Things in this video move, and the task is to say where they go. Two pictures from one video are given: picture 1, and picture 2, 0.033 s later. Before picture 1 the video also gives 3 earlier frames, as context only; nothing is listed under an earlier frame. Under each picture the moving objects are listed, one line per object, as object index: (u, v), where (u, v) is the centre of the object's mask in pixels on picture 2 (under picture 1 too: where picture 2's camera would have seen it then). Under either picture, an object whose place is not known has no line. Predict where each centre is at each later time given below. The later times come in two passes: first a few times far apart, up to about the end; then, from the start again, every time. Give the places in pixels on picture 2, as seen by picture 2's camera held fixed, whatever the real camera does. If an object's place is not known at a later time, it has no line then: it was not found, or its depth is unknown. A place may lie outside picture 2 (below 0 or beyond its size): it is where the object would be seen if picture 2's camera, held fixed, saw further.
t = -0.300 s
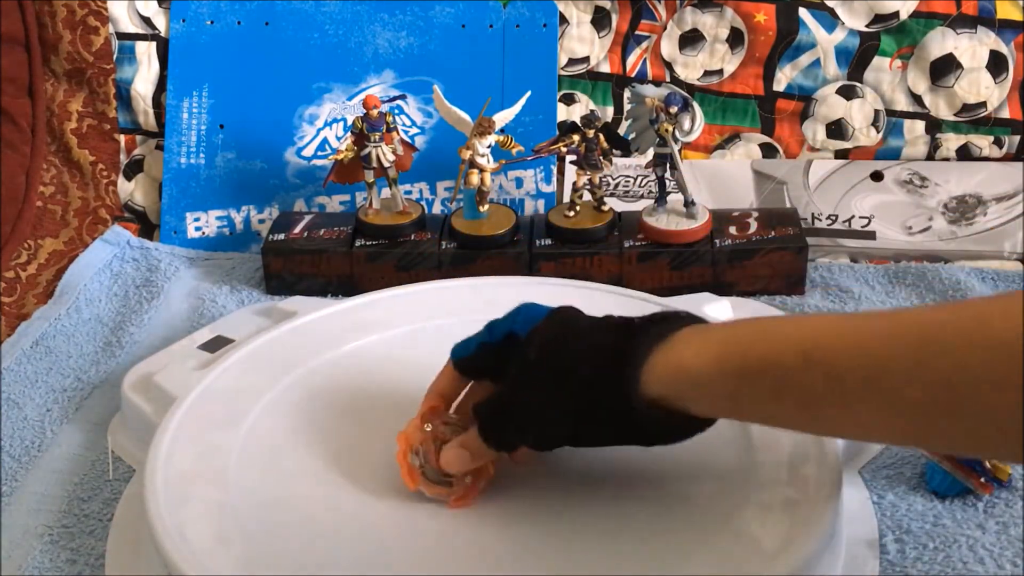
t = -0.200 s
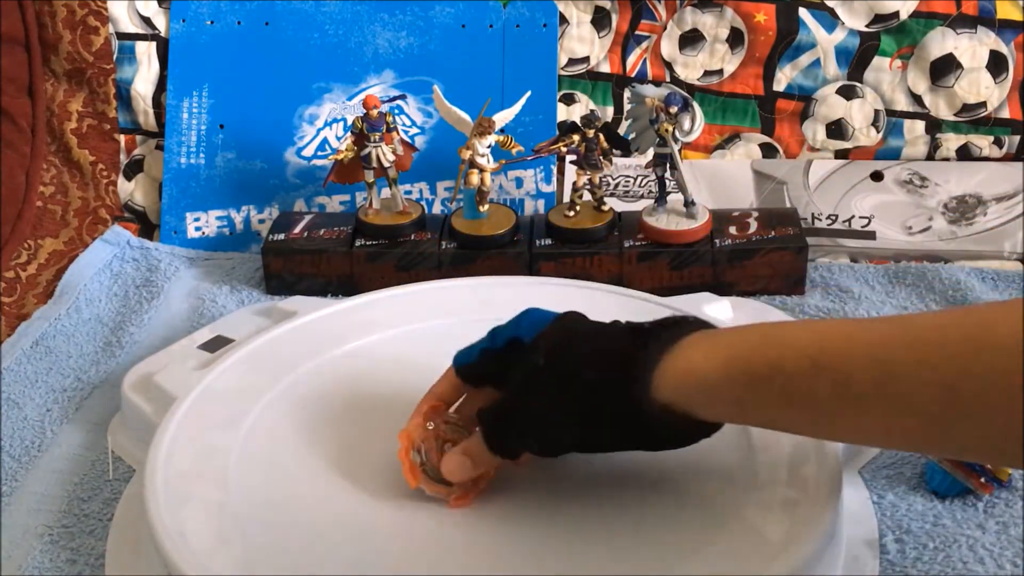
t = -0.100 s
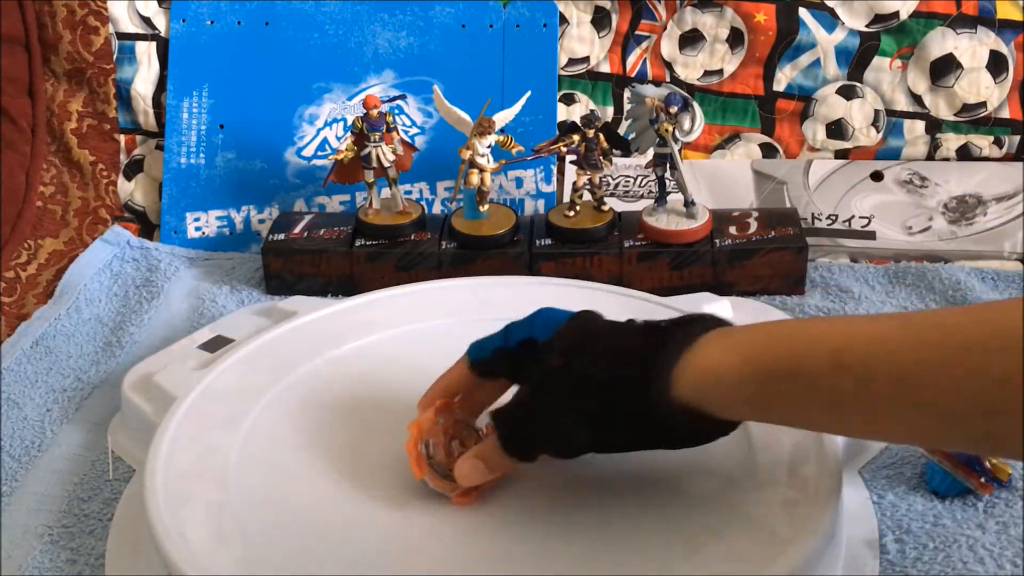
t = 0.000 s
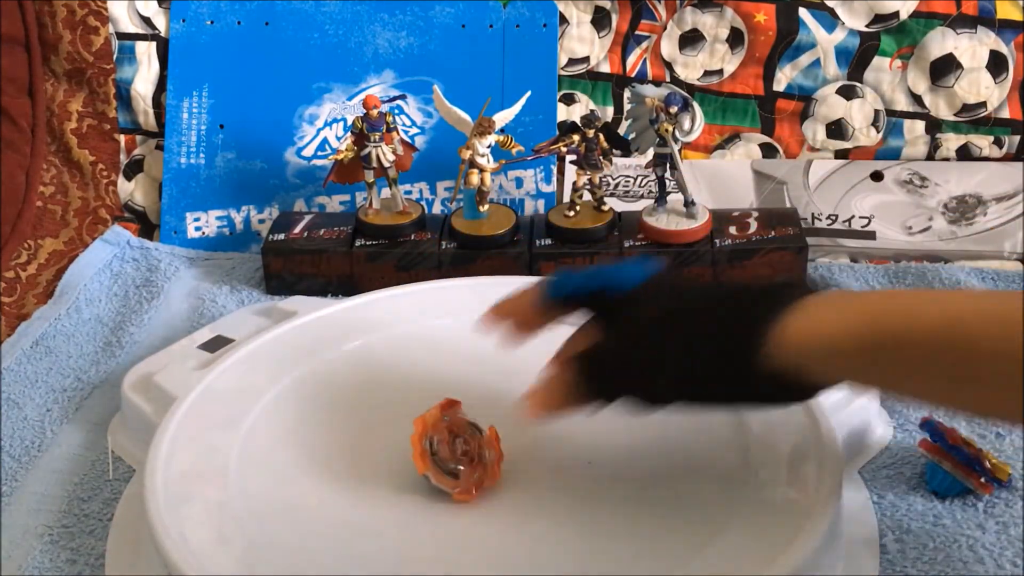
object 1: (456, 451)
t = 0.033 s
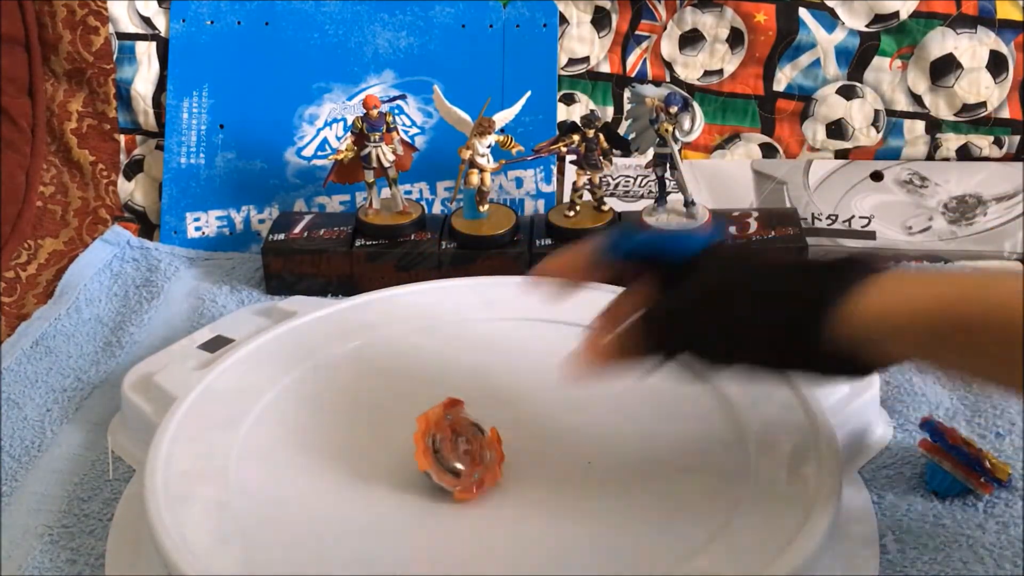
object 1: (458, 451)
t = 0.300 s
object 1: (459, 430)
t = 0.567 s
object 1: (441, 422)
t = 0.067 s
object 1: (460, 449)
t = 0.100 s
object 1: (462, 447)
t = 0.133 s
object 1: (464, 444)
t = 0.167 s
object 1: (465, 440)
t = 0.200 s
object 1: (466, 438)
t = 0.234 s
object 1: (464, 434)
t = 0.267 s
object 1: (462, 432)
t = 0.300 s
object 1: (459, 430)
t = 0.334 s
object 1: (457, 428)
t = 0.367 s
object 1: (454, 426)
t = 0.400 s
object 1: (450, 424)
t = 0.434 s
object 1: (446, 423)
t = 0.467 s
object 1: (444, 422)
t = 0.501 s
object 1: (442, 422)
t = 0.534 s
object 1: (441, 422)
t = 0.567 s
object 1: (441, 422)
